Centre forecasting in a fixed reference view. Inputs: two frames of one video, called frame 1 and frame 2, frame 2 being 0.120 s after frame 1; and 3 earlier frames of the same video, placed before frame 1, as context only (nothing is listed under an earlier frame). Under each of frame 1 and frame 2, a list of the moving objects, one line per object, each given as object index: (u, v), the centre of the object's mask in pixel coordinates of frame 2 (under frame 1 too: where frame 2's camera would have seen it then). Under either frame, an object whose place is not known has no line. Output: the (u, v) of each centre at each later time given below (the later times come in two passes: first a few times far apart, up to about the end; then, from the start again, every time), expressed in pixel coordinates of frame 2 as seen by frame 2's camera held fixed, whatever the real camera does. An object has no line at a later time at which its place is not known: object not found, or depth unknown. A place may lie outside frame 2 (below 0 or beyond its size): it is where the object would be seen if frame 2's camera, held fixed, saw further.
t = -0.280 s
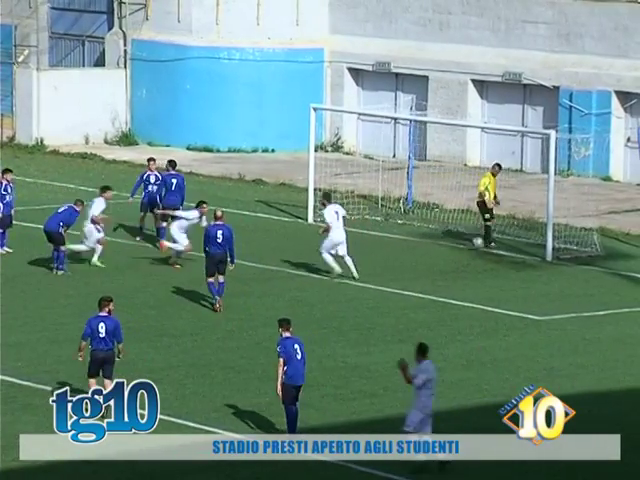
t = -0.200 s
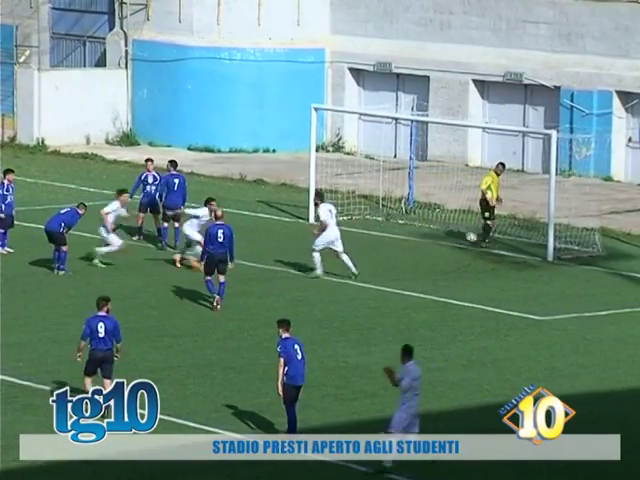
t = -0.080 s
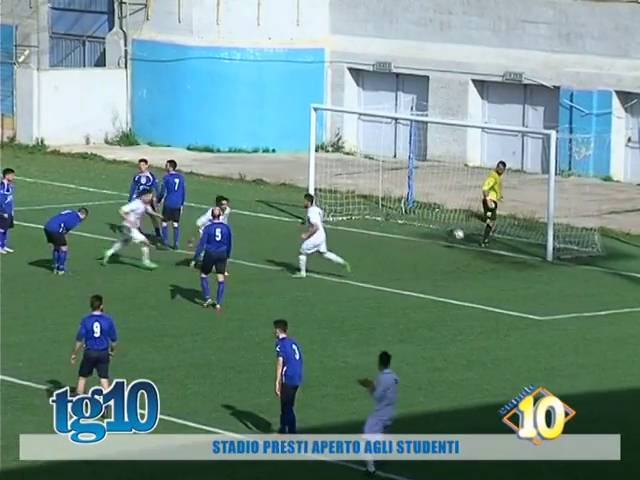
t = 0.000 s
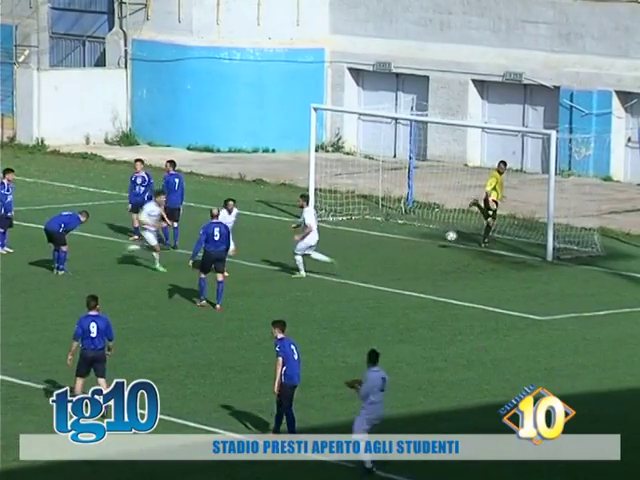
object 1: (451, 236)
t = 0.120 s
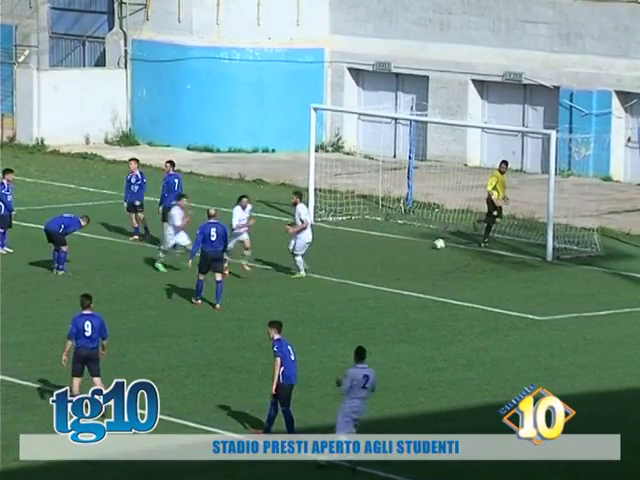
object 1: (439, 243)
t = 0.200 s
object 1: (431, 240)
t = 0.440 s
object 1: (407, 241)
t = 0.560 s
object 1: (395, 240)
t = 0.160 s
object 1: (435, 241)
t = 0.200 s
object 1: (431, 240)
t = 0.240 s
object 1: (427, 239)
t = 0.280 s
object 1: (423, 238)
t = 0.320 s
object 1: (419, 238)
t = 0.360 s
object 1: (415, 239)
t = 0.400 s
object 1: (411, 241)
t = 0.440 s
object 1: (407, 241)
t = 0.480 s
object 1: (403, 240)
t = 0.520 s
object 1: (399, 240)
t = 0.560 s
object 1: (395, 240)
